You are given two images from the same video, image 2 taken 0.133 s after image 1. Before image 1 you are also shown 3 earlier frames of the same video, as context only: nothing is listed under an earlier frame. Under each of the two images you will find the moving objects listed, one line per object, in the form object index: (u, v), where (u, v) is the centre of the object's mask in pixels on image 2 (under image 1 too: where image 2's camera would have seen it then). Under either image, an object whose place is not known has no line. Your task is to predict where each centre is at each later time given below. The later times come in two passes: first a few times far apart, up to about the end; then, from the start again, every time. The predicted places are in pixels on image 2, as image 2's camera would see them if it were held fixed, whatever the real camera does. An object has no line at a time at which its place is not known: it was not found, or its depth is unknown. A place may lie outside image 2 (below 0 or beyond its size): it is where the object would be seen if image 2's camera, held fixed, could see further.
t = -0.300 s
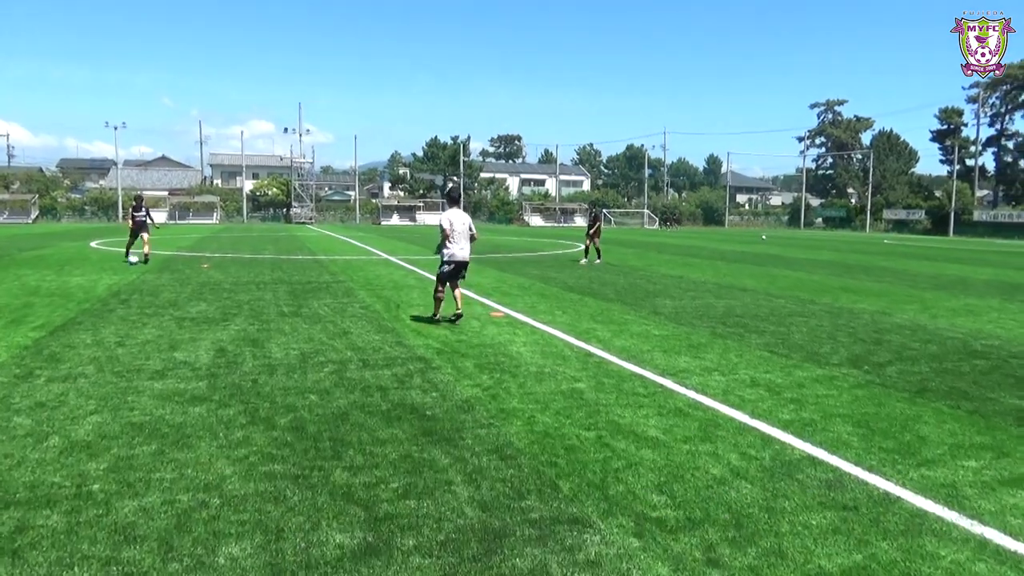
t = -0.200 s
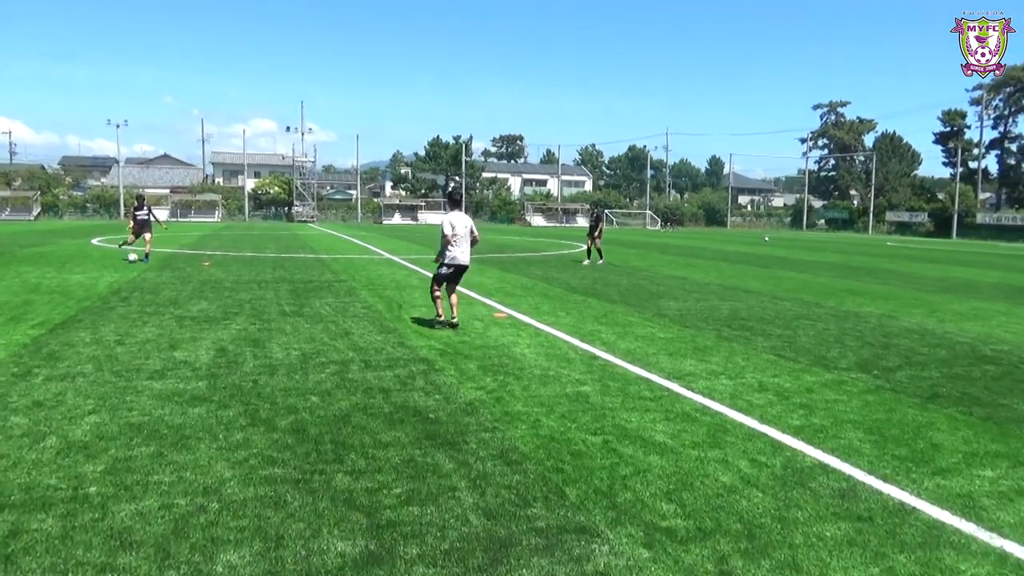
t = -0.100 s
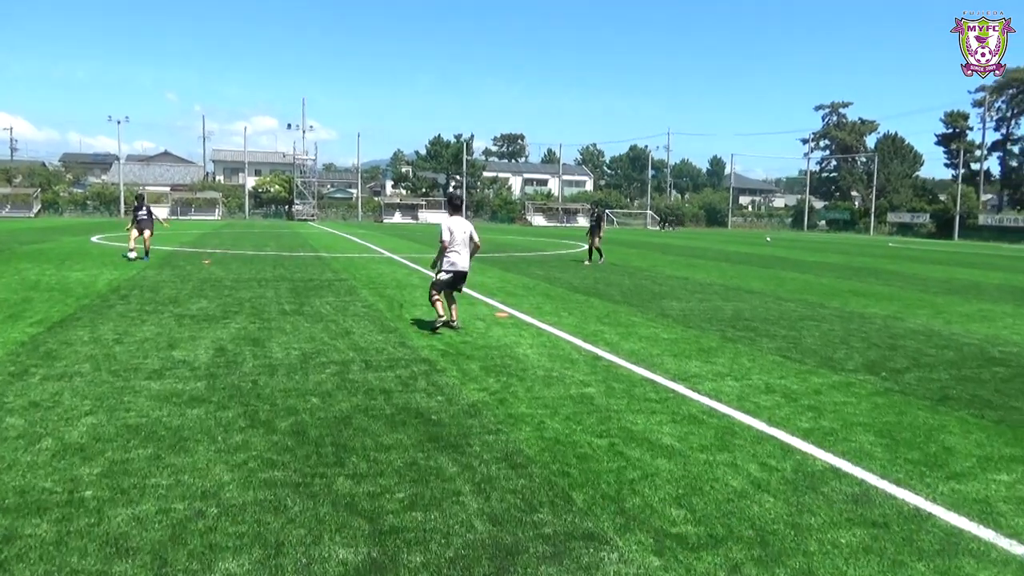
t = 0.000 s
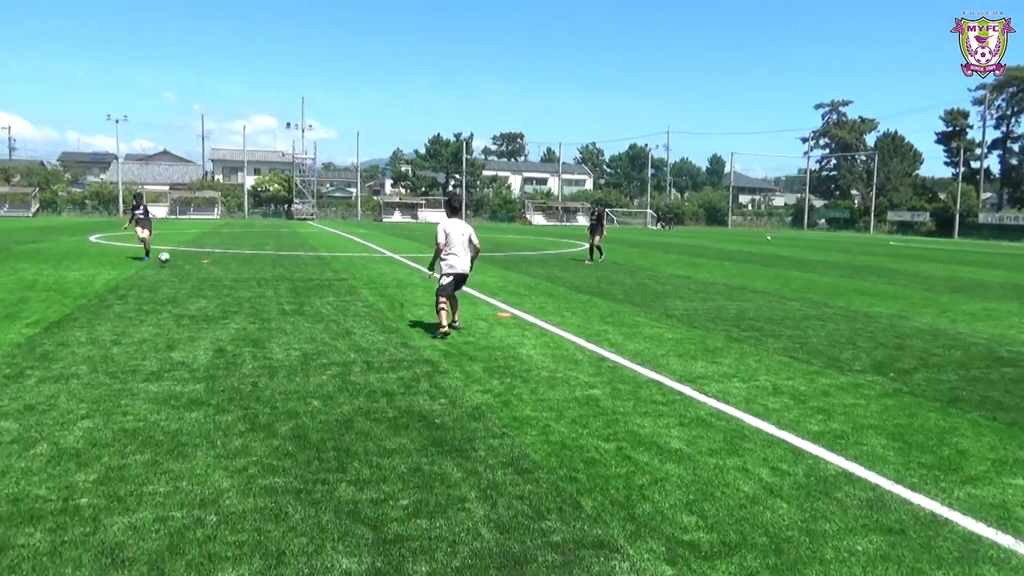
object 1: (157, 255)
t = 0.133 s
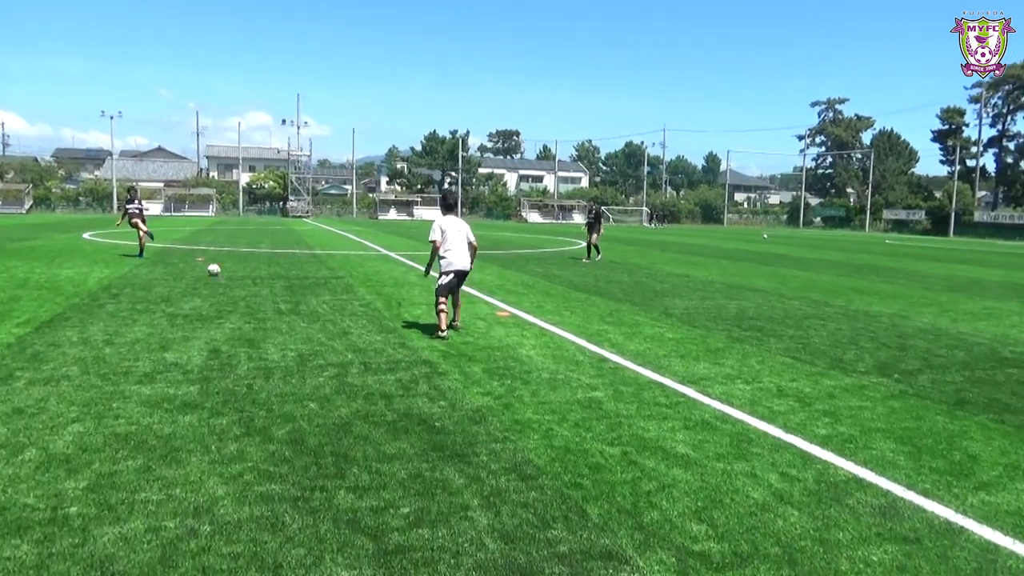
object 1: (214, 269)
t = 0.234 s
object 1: (258, 274)
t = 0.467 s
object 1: (380, 296)
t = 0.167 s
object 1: (228, 272)
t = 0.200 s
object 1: (243, 272)
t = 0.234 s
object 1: (258, 274)
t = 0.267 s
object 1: (274, 276)
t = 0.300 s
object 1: (291, 280)
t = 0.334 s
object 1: (309, 285)
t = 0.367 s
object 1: (327, 289)
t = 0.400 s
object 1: (344, 290)
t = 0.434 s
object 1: (361, 292)
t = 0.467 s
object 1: (380, 296)
